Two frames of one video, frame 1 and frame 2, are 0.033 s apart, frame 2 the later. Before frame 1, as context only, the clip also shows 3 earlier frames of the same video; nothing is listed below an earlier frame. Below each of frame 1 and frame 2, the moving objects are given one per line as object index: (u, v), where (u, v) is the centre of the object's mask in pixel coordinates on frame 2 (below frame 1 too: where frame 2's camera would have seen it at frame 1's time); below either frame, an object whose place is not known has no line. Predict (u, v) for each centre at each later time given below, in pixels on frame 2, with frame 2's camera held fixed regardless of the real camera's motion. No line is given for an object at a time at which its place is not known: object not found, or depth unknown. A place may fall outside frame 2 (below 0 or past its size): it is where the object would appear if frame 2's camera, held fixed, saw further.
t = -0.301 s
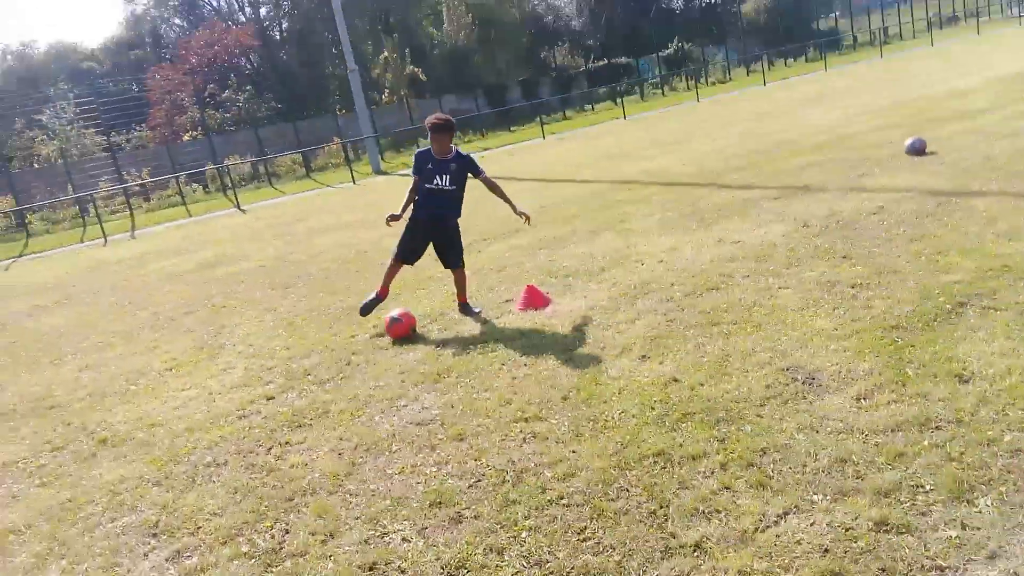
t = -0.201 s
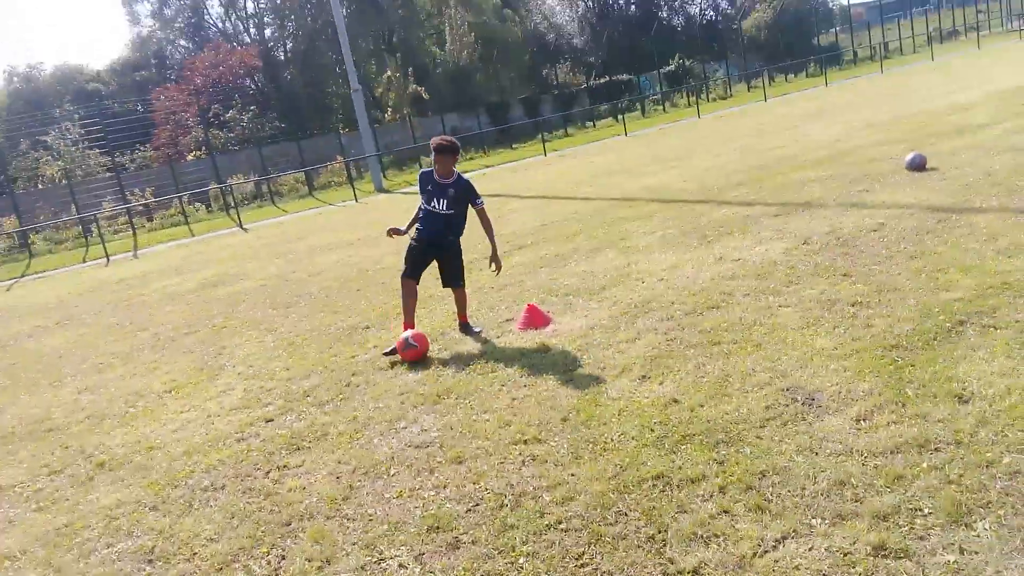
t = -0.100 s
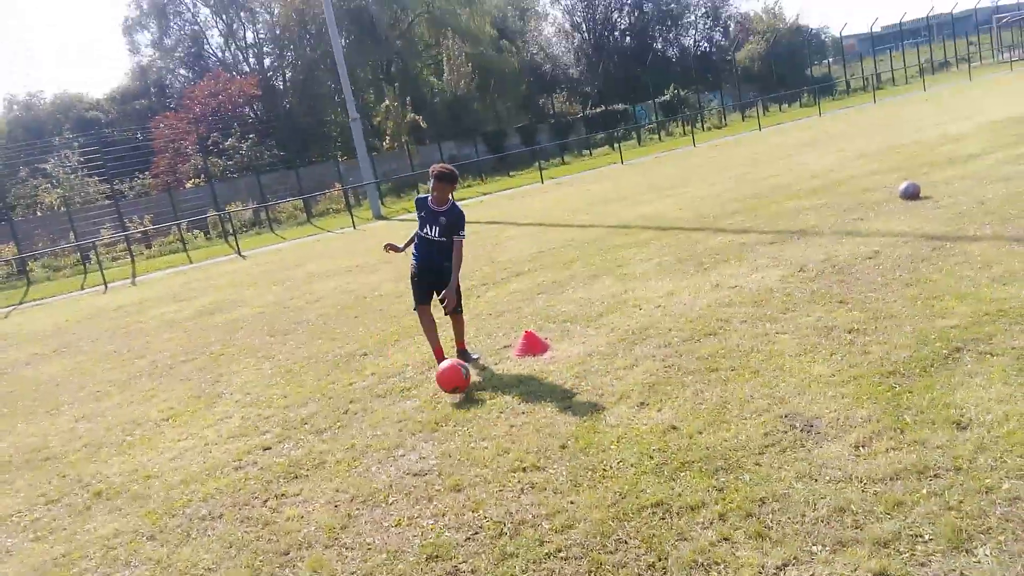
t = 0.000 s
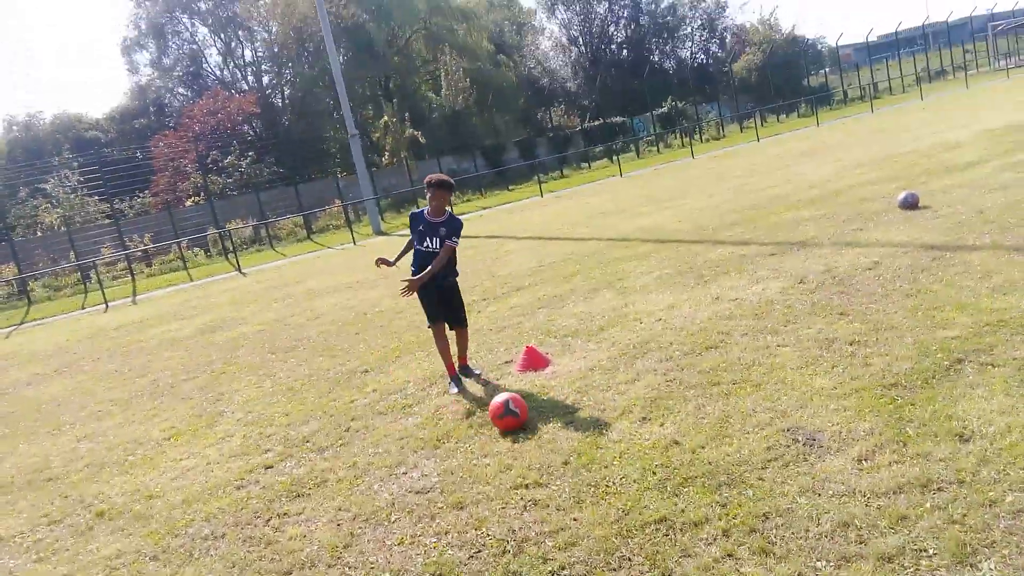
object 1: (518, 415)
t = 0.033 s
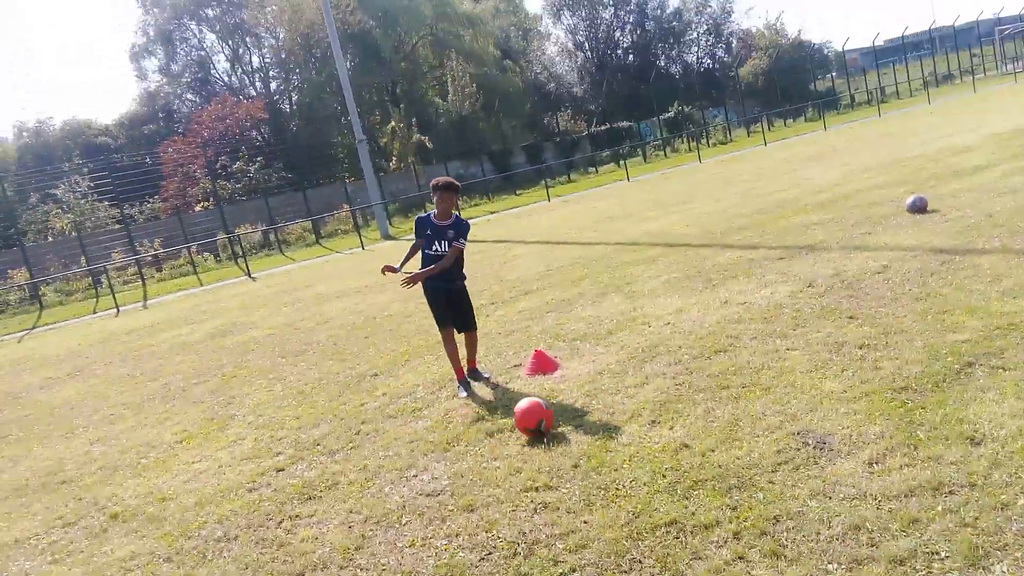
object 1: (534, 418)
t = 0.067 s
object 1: (548, 419)
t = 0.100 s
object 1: (567, 422)
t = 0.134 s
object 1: (586, 429)
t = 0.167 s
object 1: (605, 435)
